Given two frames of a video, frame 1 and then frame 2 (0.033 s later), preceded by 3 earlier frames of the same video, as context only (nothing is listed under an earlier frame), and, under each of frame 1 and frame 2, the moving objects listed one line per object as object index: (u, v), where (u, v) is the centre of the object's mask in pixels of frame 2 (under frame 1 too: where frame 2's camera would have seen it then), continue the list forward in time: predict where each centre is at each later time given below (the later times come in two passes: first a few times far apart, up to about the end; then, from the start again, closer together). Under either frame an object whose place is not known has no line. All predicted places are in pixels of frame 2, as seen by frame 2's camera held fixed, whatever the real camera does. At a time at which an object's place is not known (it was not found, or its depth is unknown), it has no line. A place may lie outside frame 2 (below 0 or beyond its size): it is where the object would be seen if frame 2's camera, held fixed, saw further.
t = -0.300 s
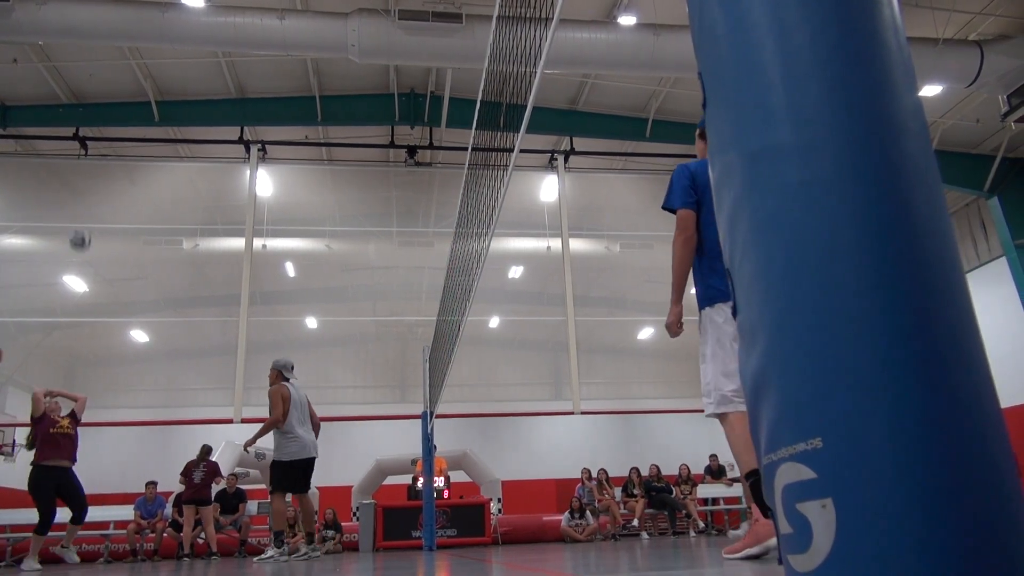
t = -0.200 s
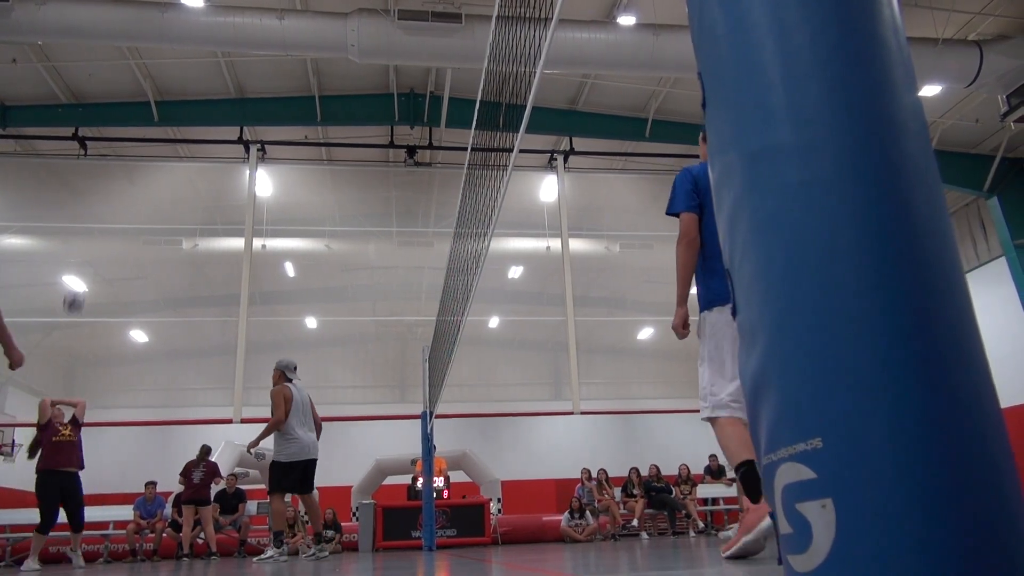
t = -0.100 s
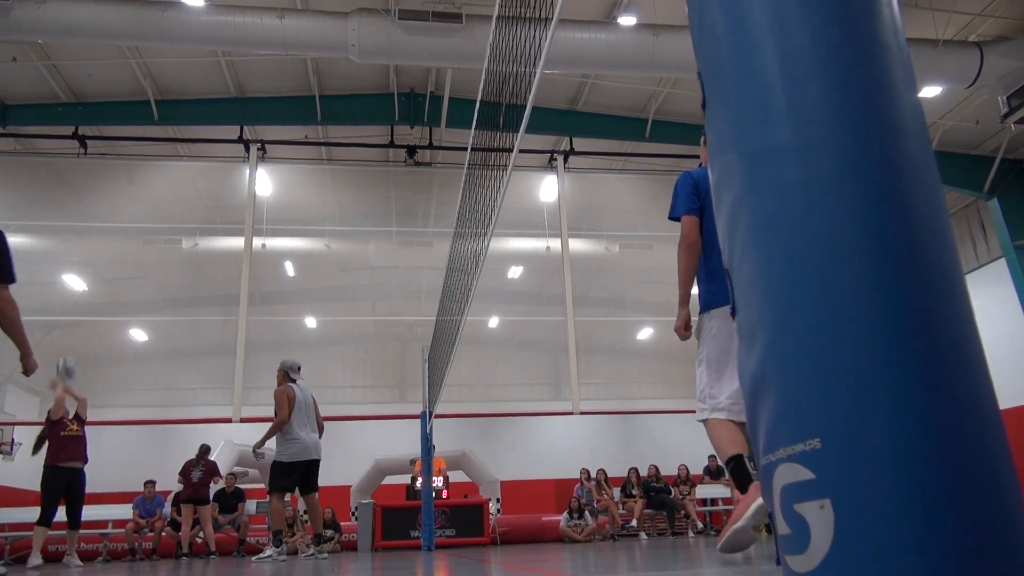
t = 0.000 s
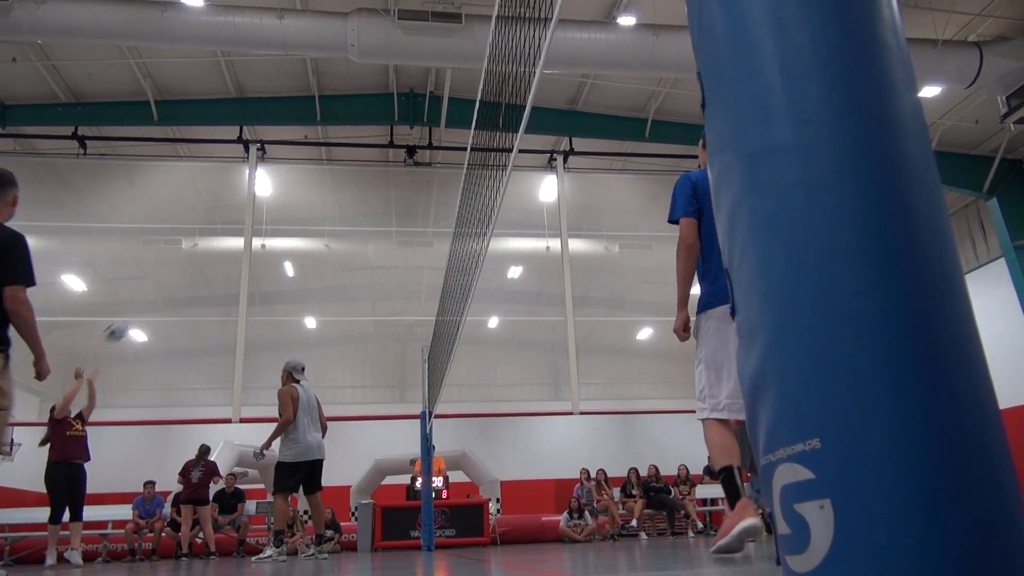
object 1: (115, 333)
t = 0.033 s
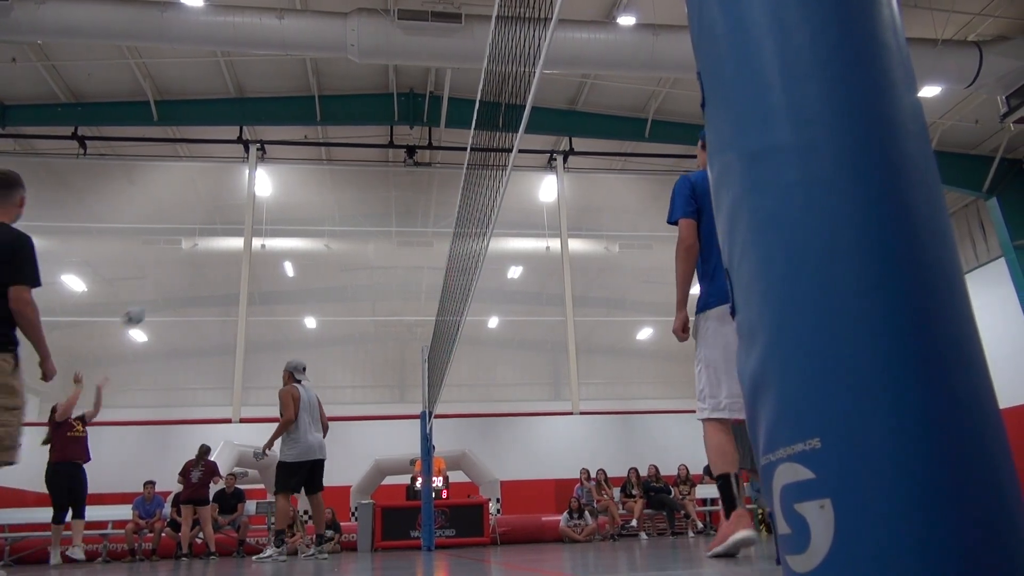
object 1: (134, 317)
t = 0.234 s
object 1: (232, 250)
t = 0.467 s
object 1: (338, 218)
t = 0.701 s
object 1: (439, 229)
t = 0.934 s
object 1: (540, 289)
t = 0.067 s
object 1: (151, 304)
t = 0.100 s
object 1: (167, 291)
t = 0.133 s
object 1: (184, 280)
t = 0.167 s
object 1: (201, 268)
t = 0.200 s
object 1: (217, 260)
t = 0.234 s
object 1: (232, 250)
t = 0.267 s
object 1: (249, 243)
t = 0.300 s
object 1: (264, 237)
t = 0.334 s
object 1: (279, 231)
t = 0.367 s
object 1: (293, 226)
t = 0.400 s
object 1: (308, 222)
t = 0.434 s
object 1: (324, 219)
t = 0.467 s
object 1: (338, 218)
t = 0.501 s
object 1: (353, 216)
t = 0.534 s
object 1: (367, 216)
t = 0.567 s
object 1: (381, 217)
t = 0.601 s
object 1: (394, 219)
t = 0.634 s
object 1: (410, 221)
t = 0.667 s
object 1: (424, 225)
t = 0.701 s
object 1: (439, 229)
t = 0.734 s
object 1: (453, 237)
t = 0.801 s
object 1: (480, 250)
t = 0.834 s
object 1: (496, 257)
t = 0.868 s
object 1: (509, 267)
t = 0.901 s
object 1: (525, 279)
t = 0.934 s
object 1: (540, 289)
